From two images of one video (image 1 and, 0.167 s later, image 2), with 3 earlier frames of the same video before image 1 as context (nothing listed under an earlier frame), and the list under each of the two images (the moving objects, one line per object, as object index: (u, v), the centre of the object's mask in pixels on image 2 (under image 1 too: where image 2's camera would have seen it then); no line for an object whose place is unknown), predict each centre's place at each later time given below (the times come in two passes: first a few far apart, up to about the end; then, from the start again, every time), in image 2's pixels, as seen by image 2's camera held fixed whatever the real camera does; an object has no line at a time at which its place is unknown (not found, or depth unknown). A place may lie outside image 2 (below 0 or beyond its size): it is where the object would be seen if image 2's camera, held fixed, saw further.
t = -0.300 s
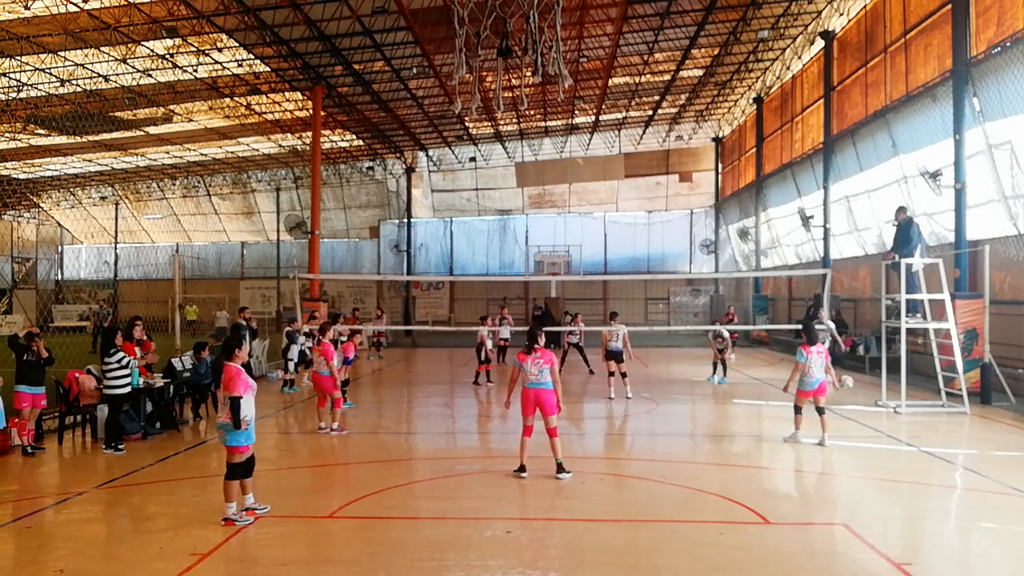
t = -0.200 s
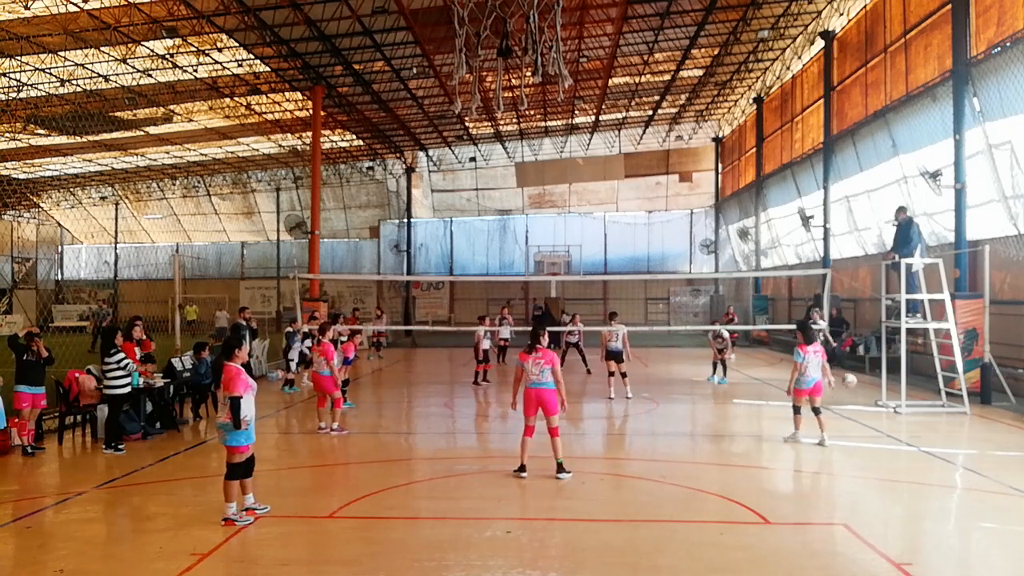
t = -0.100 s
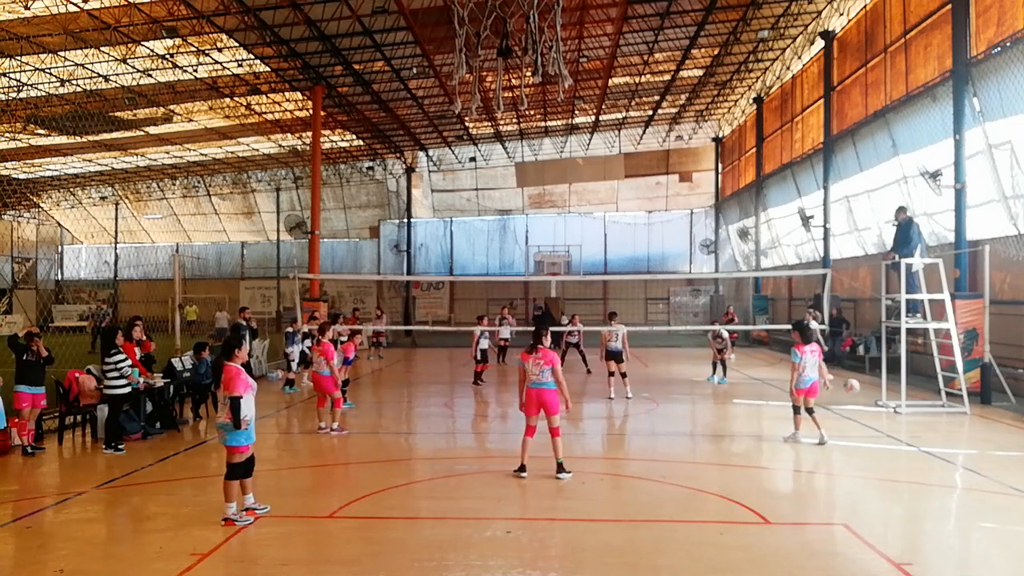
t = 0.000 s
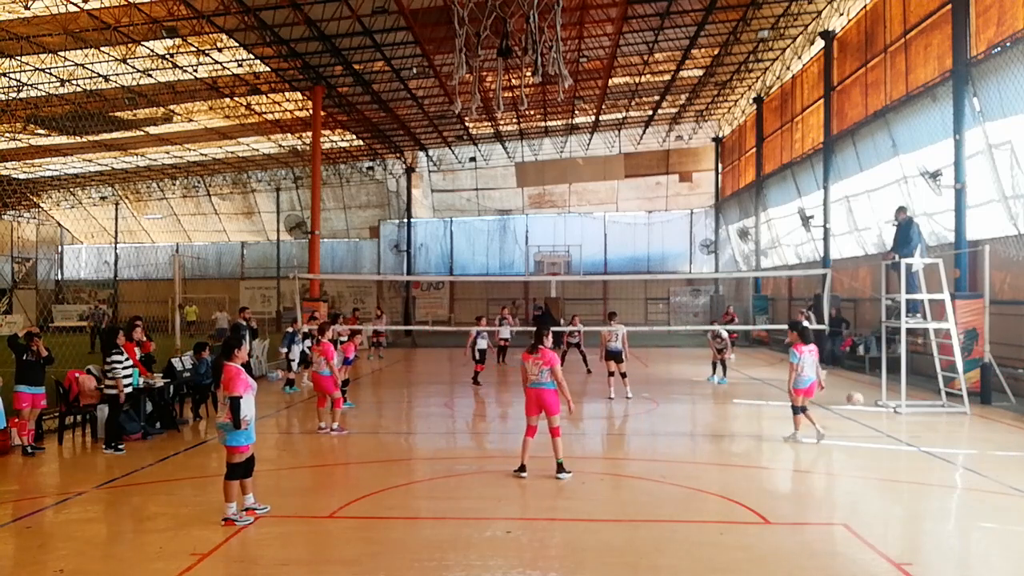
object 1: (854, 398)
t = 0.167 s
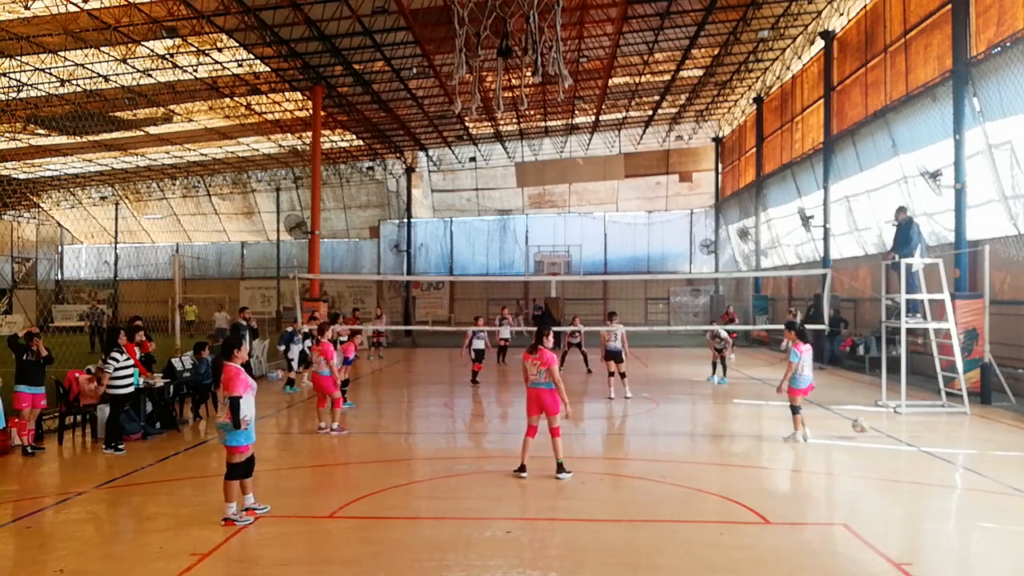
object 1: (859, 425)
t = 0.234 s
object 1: (862, 417)
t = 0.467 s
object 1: (871, 420)
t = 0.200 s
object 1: (861, 421)
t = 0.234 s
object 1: (862, 417)
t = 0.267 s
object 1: (864, 415)
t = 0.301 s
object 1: (865, 414)
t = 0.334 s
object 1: (865, 413)
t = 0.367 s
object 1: (869, 414)
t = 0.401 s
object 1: (870, 415)
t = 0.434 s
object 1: (870, 417)
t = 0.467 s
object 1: (871, 420)
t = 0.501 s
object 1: (874, 425)
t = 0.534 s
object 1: (876, 430)
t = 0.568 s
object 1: (877, 437)
